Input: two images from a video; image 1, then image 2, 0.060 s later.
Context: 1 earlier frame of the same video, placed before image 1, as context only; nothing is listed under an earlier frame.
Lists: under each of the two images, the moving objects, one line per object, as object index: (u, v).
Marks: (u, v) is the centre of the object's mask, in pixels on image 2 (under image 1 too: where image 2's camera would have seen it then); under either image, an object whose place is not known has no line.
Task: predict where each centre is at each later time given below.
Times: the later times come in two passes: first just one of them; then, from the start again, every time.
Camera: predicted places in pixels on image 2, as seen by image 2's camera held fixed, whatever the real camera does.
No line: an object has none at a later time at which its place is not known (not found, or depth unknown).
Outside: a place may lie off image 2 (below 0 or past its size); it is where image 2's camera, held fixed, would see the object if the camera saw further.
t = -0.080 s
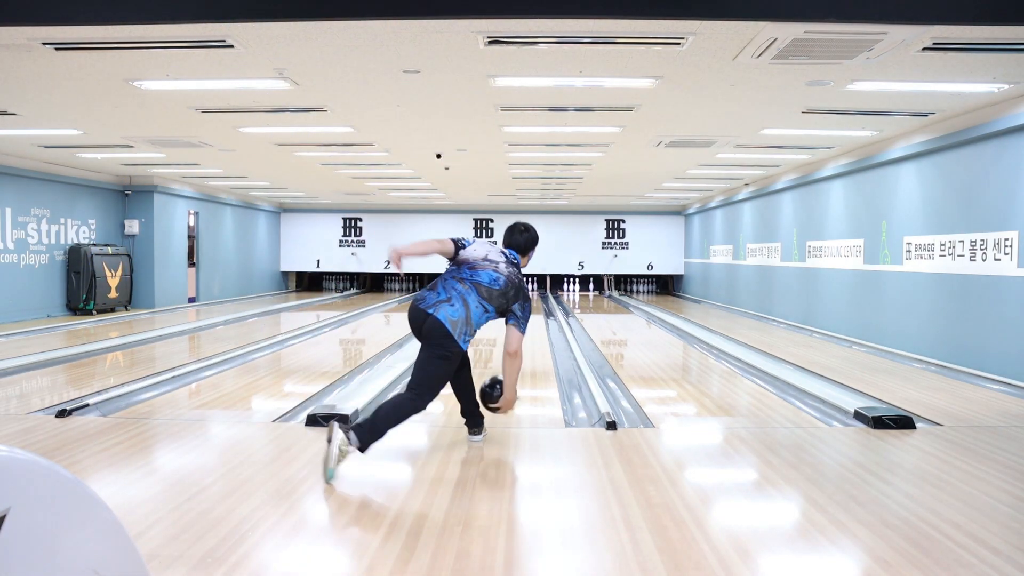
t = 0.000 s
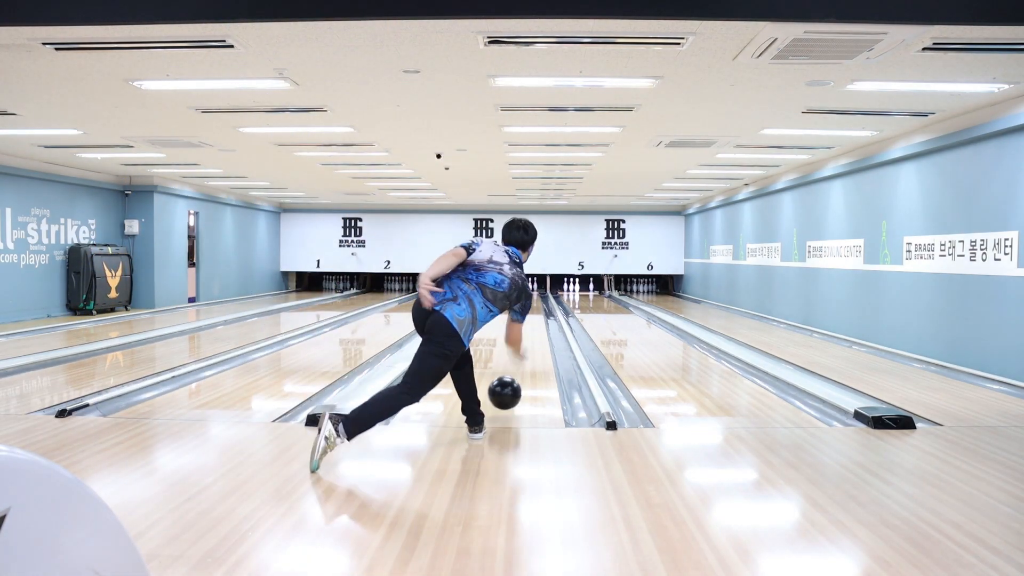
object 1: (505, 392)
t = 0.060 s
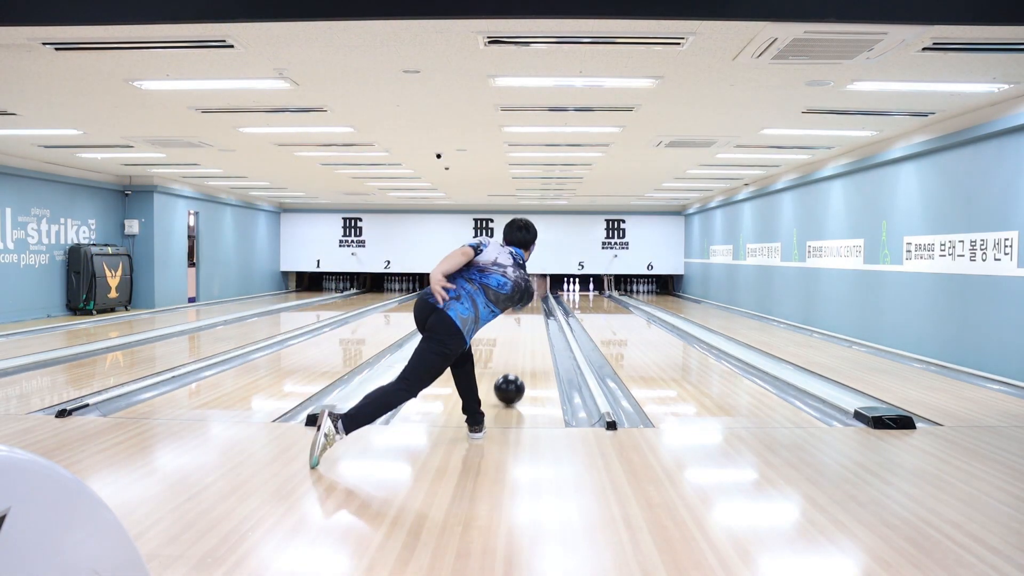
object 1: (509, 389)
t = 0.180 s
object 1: (517, 373)
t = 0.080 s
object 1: (510, 385)
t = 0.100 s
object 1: (512, 382)
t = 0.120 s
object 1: (513, 379)
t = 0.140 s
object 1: (514, 378)
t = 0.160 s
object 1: (516, 375)
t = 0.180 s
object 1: (517, 373)
